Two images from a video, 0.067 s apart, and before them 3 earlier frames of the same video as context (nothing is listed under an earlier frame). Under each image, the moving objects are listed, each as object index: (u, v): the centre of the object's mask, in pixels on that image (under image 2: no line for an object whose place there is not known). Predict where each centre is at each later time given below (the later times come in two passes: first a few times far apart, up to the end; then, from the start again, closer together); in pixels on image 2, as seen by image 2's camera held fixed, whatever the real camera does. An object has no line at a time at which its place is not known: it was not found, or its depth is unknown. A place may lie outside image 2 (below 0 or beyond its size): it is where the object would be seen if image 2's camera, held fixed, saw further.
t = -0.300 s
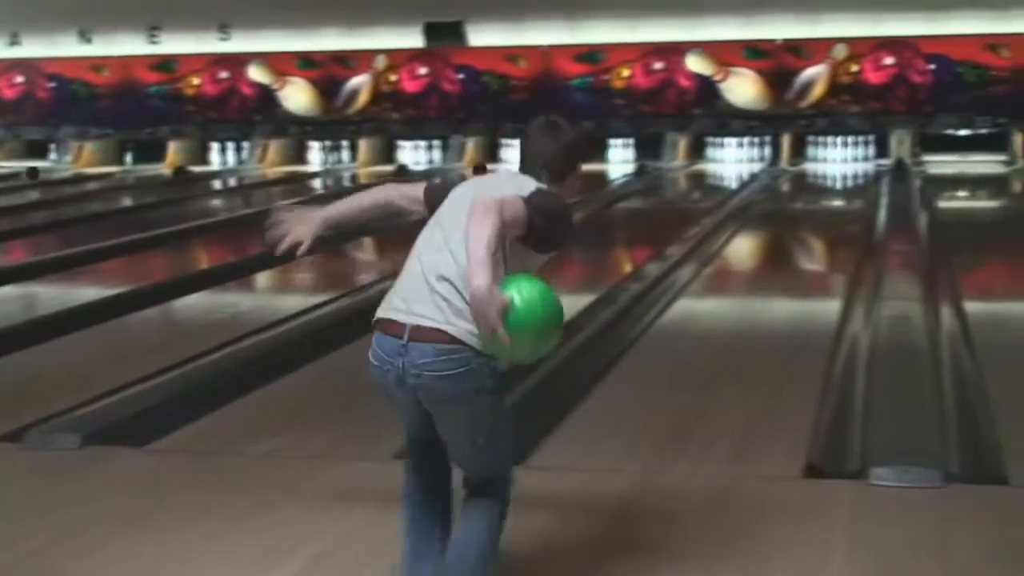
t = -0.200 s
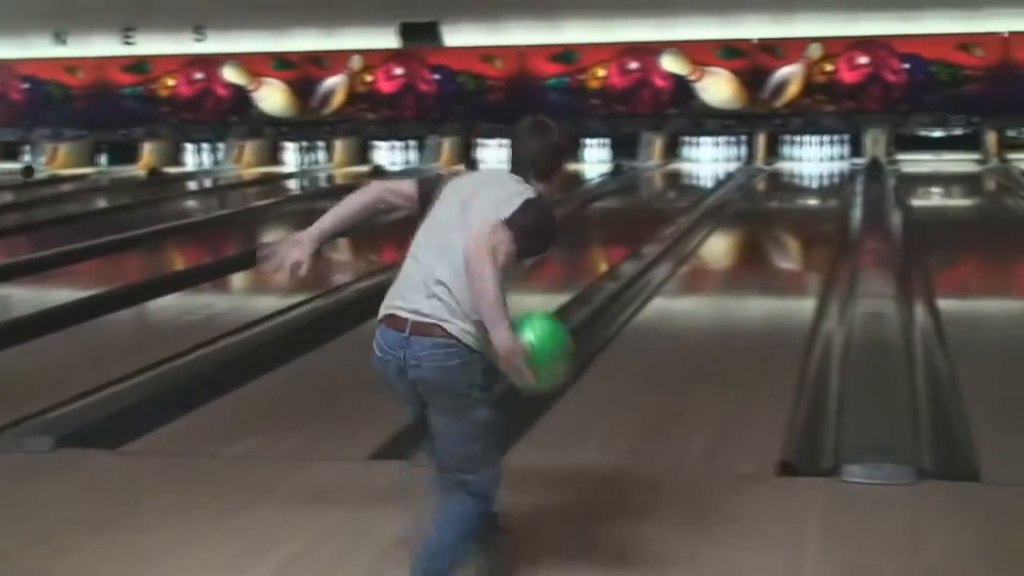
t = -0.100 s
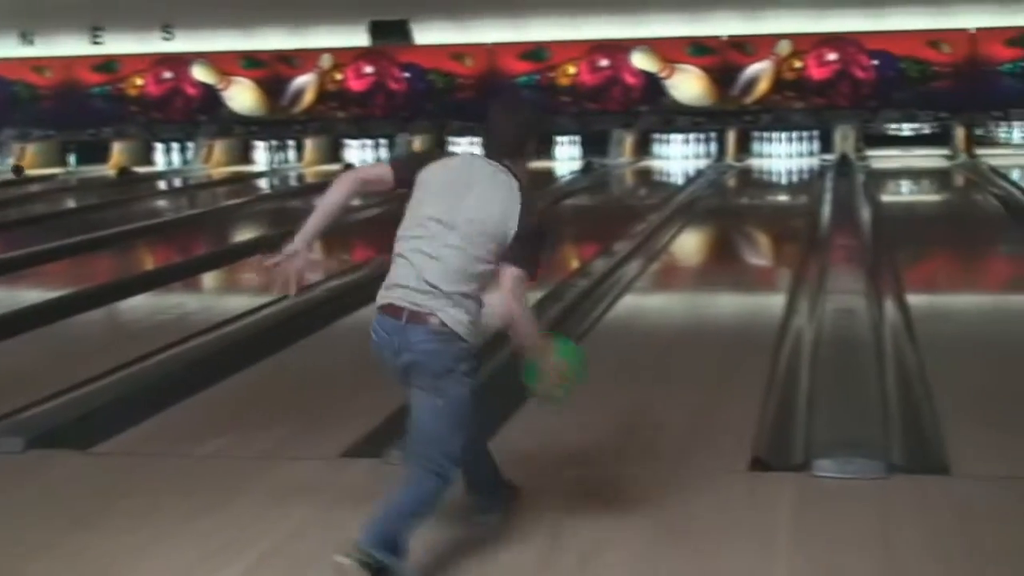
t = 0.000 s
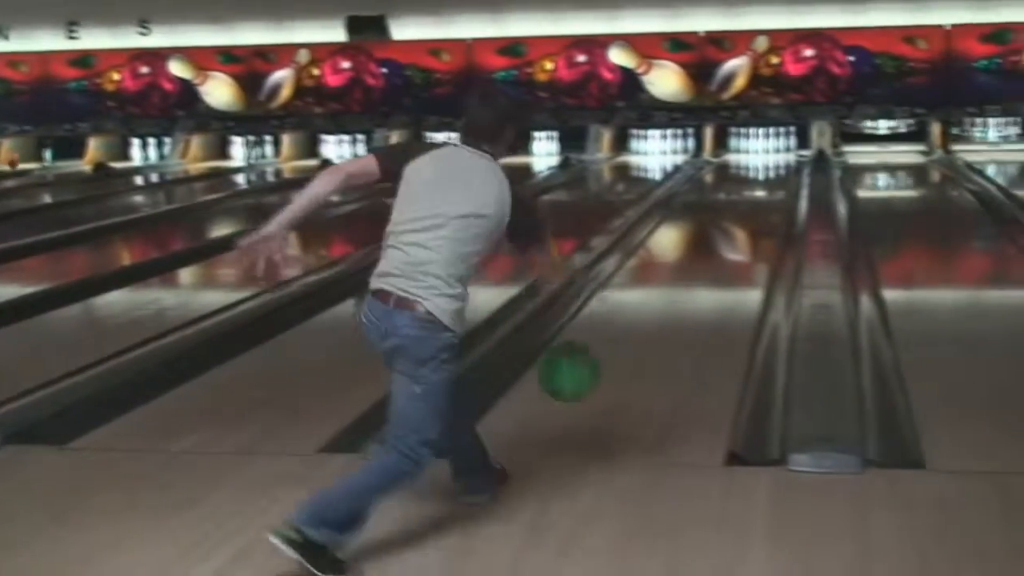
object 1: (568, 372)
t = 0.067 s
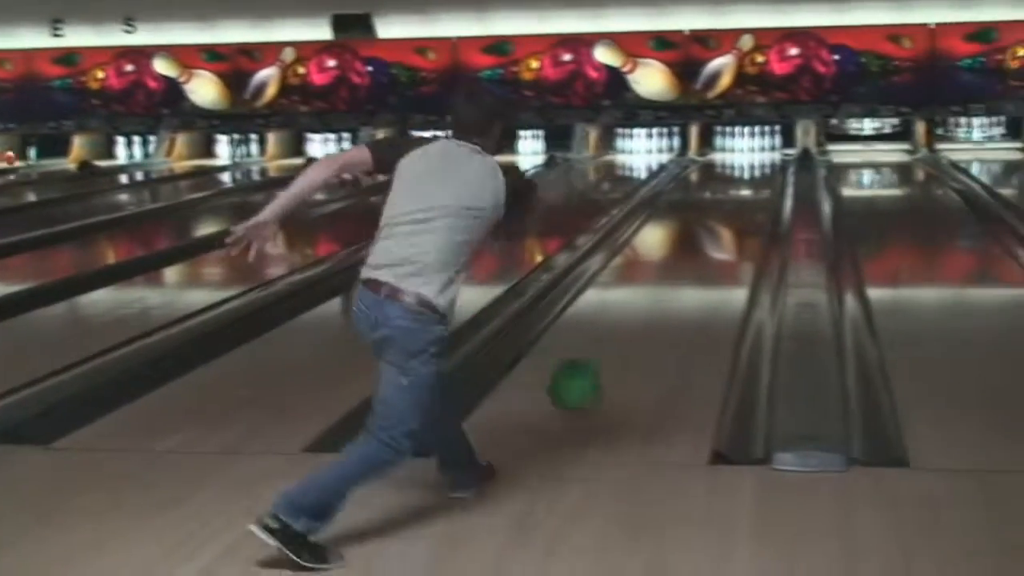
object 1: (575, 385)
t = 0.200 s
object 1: (606, 369)
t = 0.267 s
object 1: (618, 355)
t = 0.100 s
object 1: (585, 397)
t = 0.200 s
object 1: (606, 369)
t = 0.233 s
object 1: (613, 363)
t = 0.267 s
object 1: (618, 355)
